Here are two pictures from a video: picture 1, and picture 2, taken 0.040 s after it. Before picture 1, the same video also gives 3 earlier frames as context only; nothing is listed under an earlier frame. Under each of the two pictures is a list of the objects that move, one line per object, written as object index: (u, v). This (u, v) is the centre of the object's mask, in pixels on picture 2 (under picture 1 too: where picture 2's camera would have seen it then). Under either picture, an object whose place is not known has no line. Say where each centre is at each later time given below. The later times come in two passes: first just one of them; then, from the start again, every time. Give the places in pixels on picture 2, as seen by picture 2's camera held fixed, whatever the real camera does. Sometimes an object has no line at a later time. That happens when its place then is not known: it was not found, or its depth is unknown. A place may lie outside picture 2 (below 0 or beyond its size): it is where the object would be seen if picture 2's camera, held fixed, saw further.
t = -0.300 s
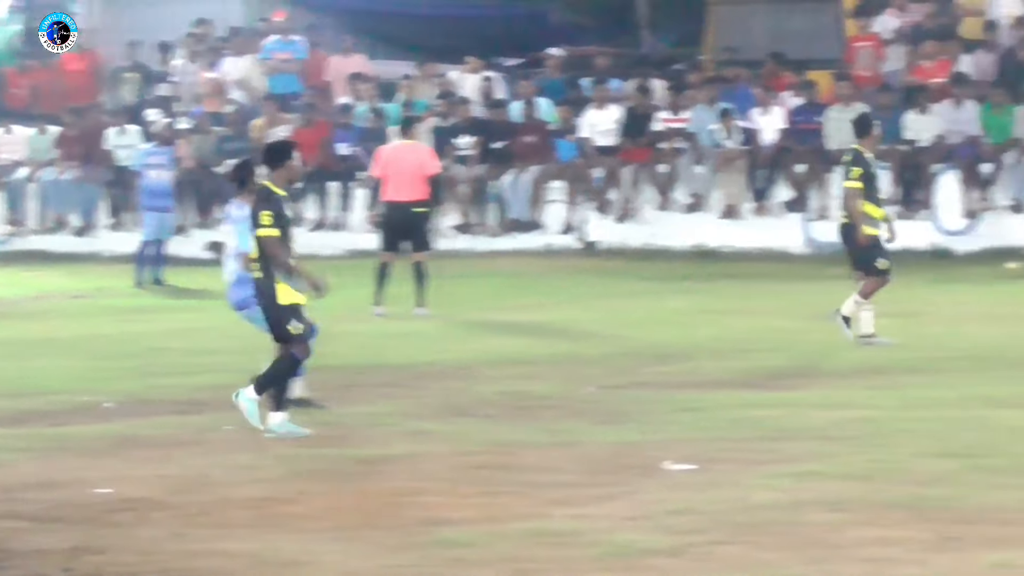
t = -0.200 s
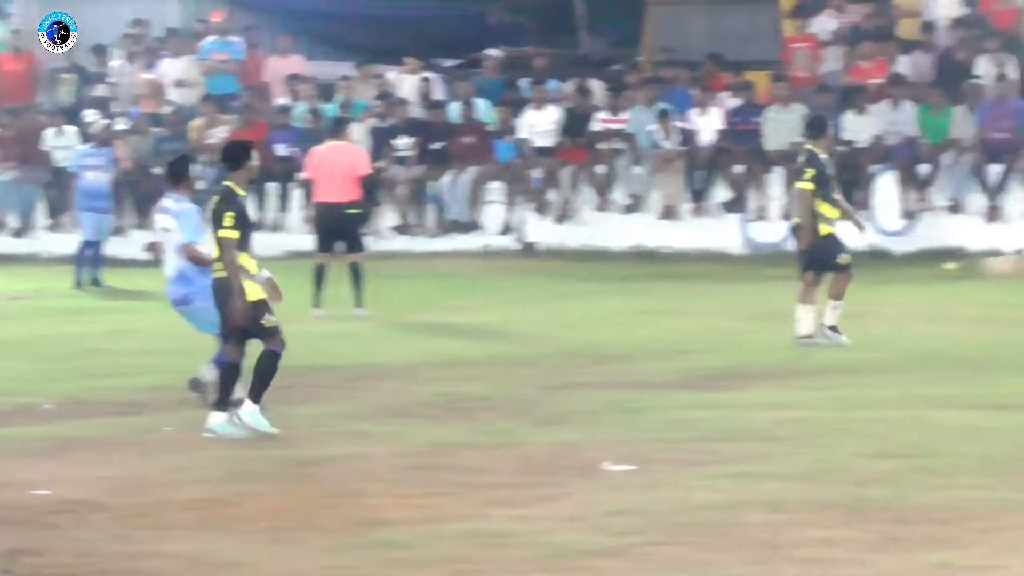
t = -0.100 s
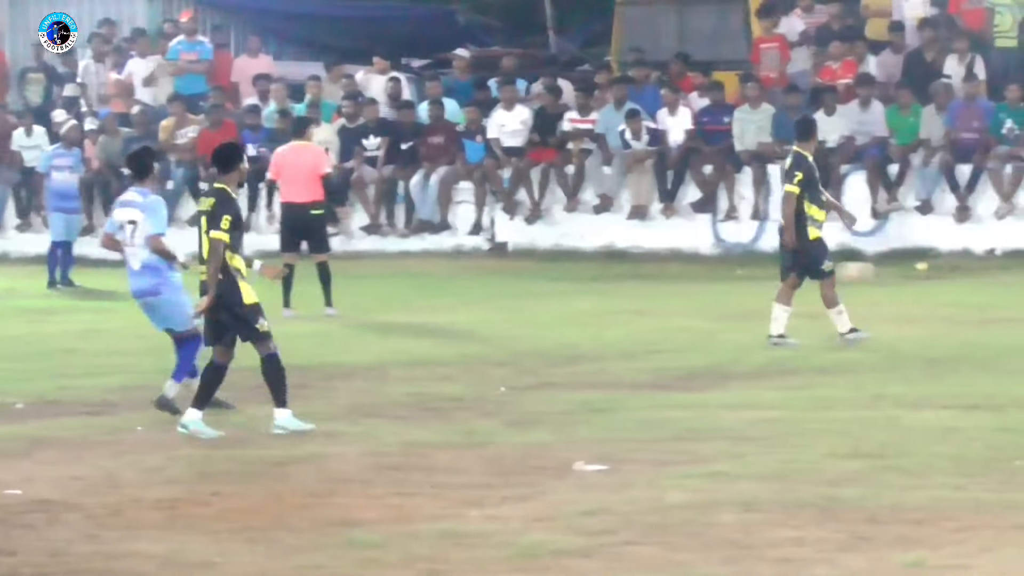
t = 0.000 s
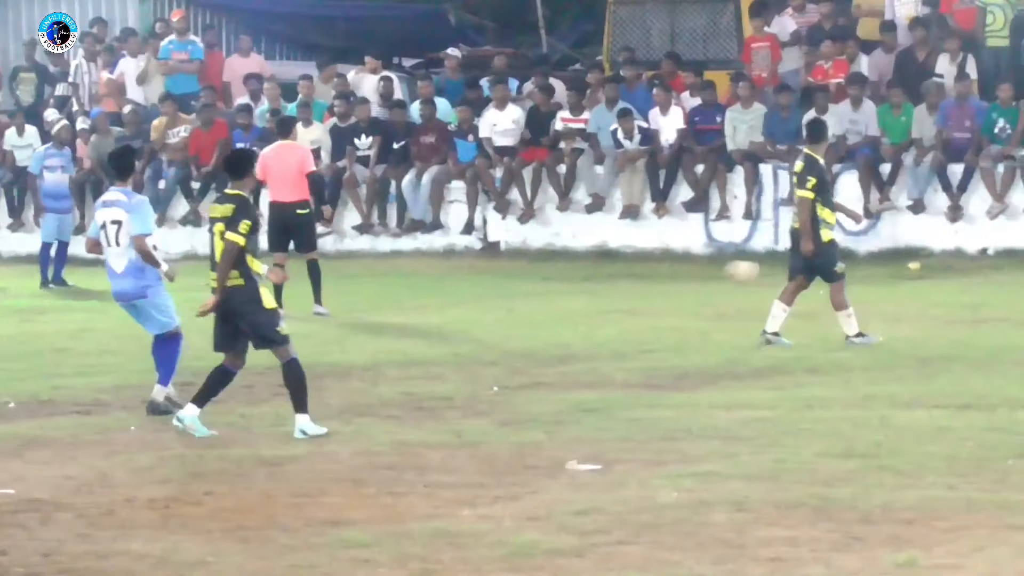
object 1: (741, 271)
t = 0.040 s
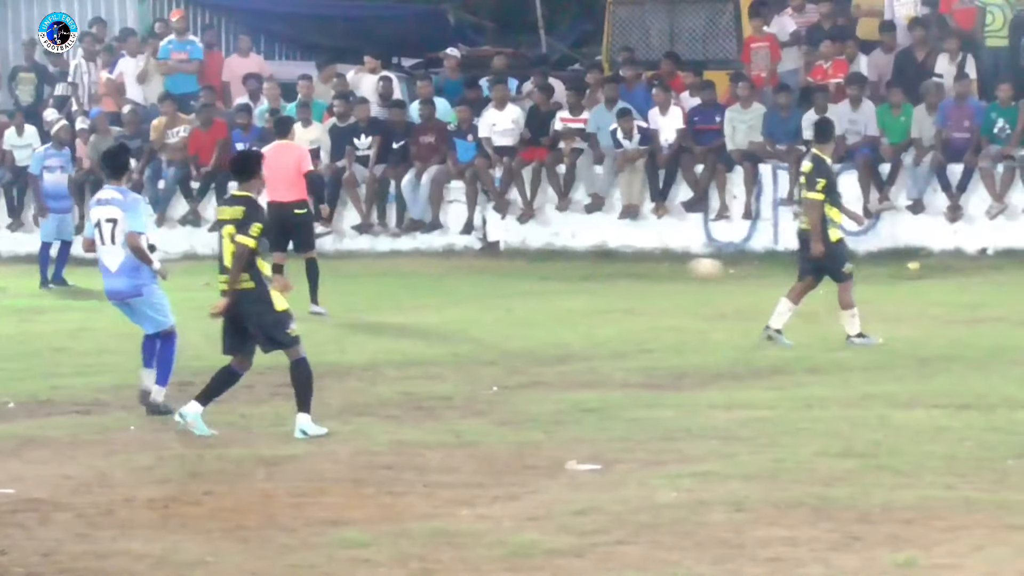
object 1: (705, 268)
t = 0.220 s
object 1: (548, 275)
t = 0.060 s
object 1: (688, 268)
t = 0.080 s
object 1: (670, 268)
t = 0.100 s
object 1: (652, 268)
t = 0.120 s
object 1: (634, 269)
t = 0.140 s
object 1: (616, 270)
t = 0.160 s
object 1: (598, 273)
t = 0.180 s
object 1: (581, 273)
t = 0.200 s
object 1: (564, 275)
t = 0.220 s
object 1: (548, 275)
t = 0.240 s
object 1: (534, 276)
